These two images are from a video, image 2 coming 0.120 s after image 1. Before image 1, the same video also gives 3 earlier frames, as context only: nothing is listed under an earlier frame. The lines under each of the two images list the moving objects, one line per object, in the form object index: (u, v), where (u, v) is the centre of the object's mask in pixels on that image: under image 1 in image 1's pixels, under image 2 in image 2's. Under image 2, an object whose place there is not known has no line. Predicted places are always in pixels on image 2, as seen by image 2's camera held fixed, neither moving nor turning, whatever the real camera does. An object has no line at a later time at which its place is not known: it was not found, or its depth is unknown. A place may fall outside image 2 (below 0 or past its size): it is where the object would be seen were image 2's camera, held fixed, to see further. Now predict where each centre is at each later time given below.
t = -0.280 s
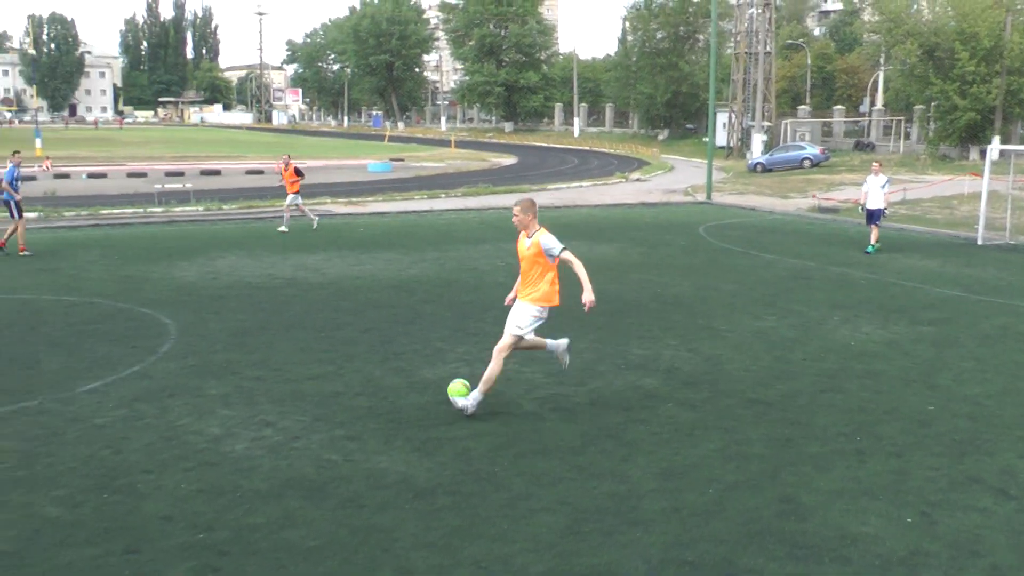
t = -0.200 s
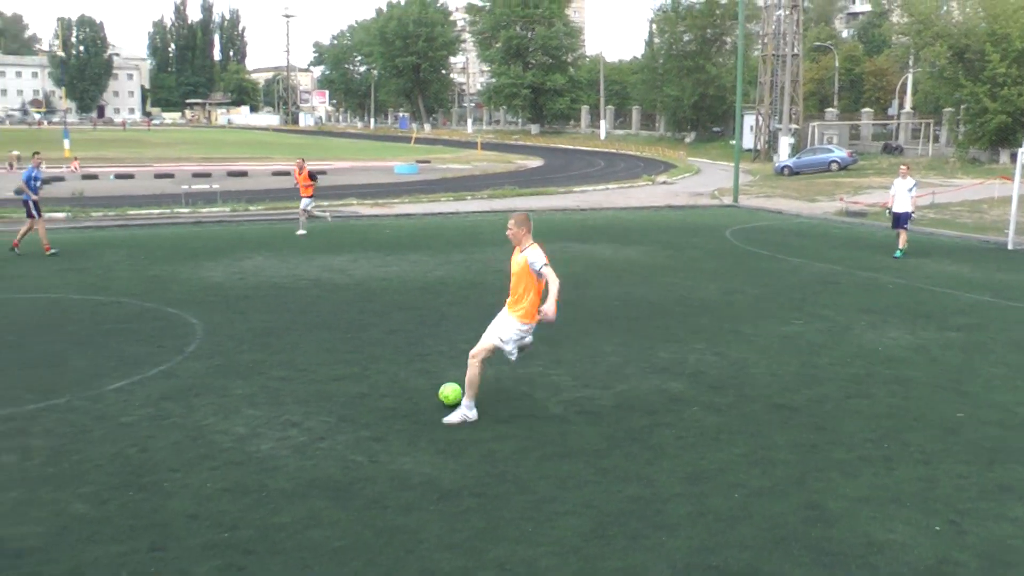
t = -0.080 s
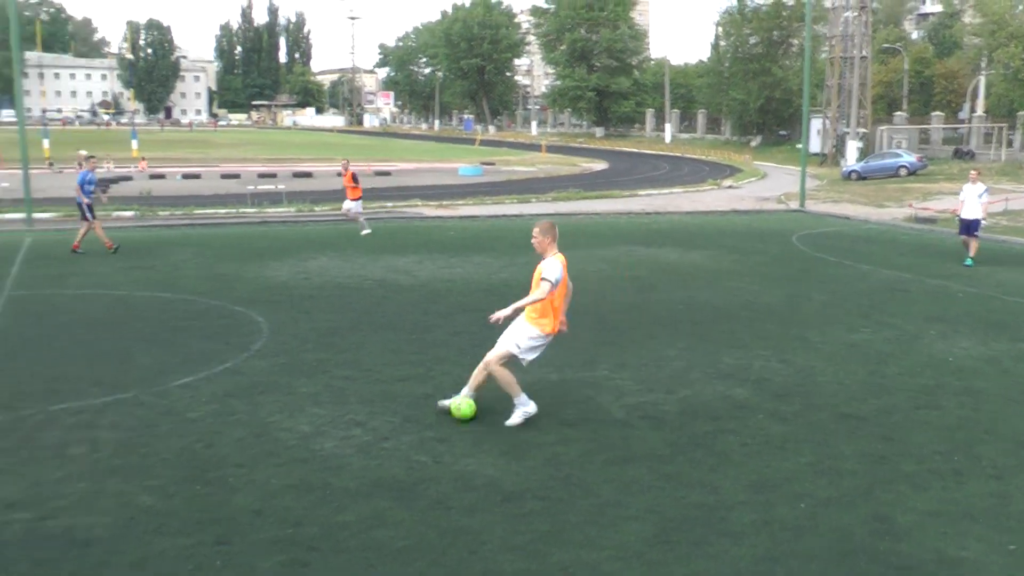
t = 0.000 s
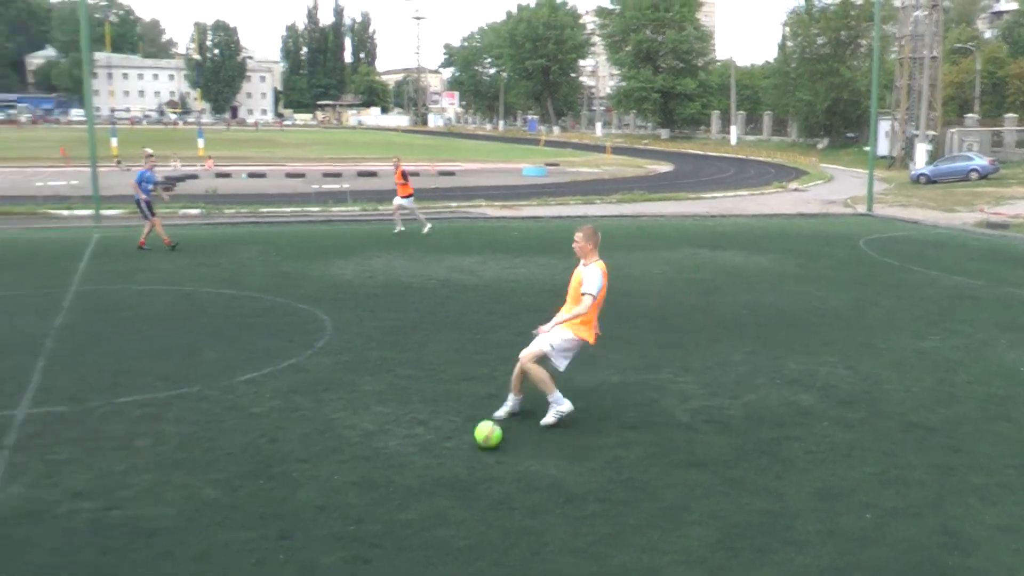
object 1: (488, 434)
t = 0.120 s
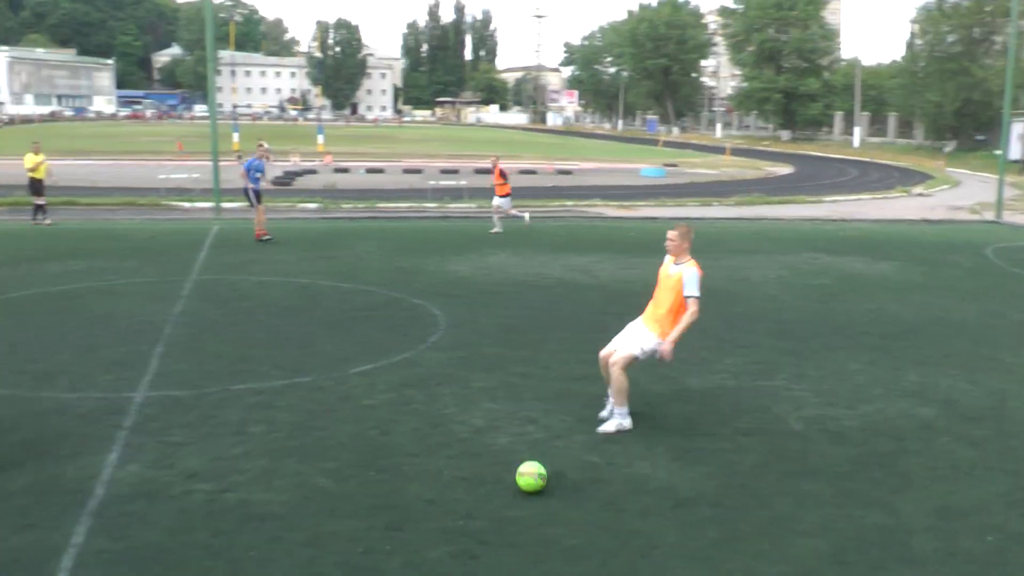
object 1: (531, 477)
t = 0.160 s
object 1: (506, 493)
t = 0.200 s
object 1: (478, 508)
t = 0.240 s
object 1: (447, 525)
